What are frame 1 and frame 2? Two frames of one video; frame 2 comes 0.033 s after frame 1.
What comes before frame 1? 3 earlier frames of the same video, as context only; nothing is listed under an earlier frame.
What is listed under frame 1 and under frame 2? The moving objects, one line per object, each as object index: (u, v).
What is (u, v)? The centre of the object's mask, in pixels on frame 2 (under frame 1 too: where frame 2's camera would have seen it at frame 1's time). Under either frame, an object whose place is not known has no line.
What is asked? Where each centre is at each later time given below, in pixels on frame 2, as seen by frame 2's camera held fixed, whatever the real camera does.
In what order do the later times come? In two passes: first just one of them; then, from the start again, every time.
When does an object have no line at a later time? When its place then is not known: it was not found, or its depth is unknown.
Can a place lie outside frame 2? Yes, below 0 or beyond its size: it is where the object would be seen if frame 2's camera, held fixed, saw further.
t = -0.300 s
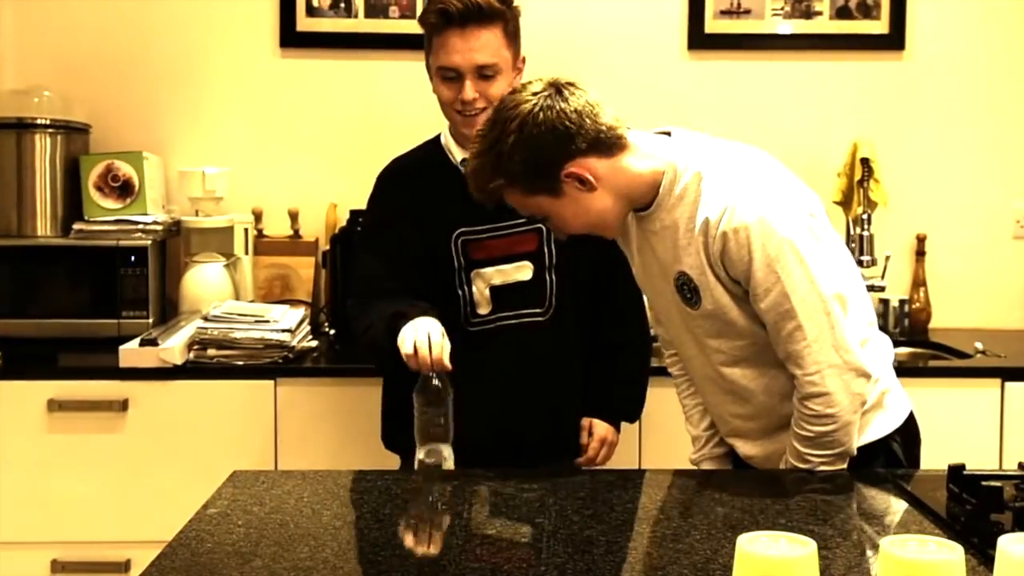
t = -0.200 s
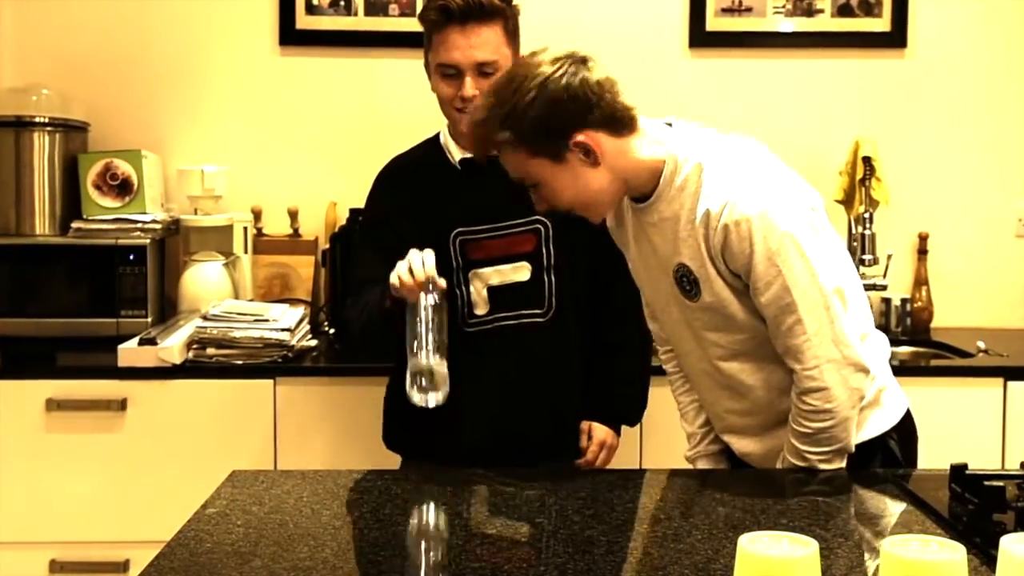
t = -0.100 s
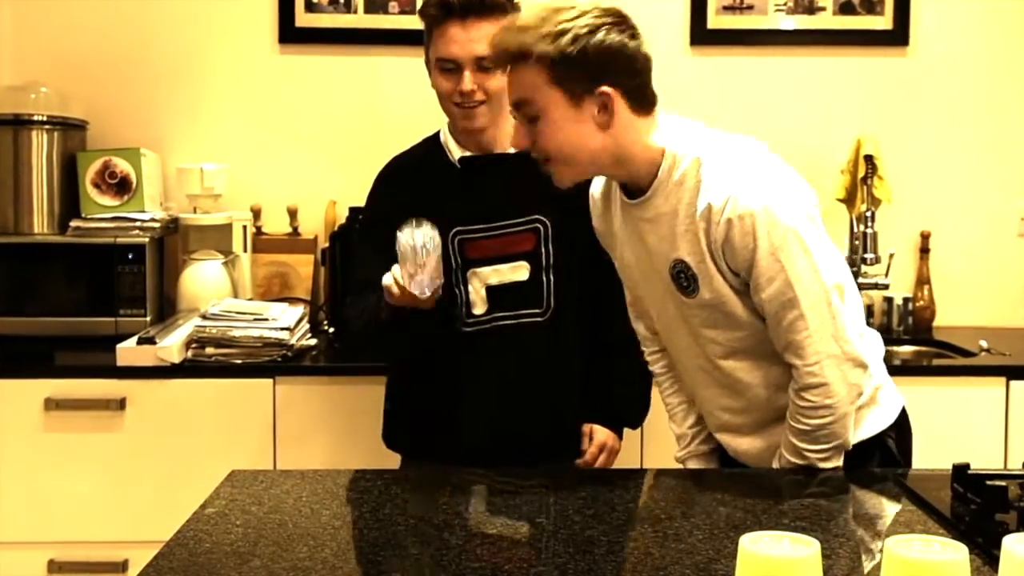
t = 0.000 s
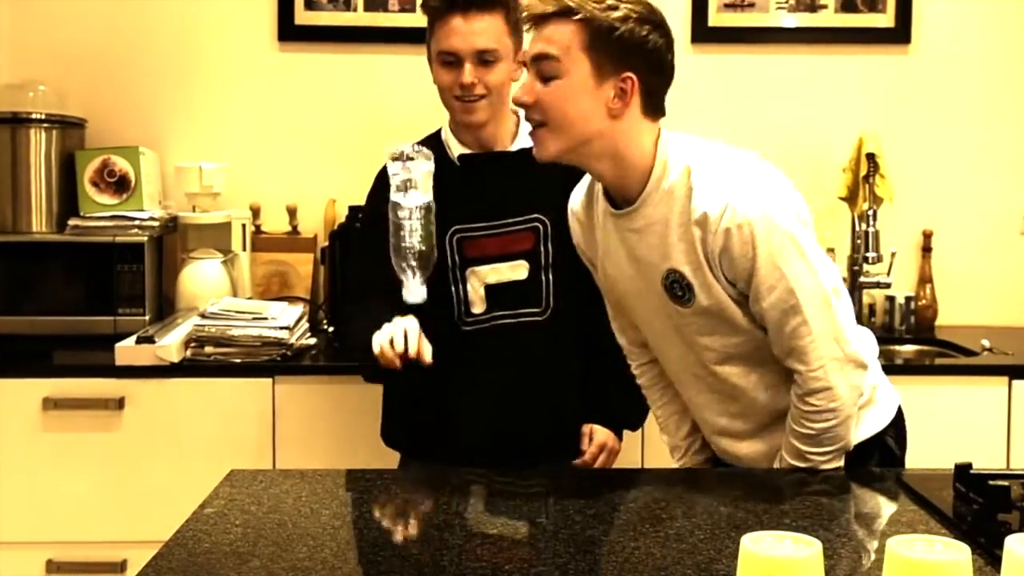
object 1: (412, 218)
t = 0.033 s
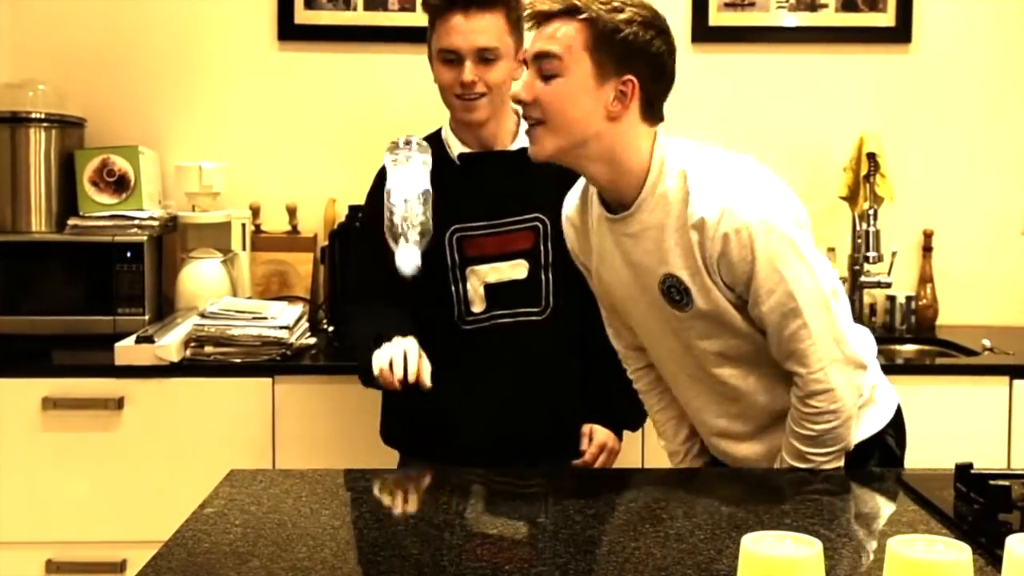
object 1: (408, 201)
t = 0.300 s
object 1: (381, 393)
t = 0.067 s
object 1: (404, 185)
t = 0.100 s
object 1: (400, 179)
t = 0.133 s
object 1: (396, 183)
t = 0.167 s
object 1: (393, 200)
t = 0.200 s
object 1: (390, 228)
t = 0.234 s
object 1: (387, 272)
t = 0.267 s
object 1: (384, 328)
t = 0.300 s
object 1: (381, 393)
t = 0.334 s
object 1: (379, 428)
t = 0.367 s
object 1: (376, 434)
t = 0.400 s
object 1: (372, 438)
